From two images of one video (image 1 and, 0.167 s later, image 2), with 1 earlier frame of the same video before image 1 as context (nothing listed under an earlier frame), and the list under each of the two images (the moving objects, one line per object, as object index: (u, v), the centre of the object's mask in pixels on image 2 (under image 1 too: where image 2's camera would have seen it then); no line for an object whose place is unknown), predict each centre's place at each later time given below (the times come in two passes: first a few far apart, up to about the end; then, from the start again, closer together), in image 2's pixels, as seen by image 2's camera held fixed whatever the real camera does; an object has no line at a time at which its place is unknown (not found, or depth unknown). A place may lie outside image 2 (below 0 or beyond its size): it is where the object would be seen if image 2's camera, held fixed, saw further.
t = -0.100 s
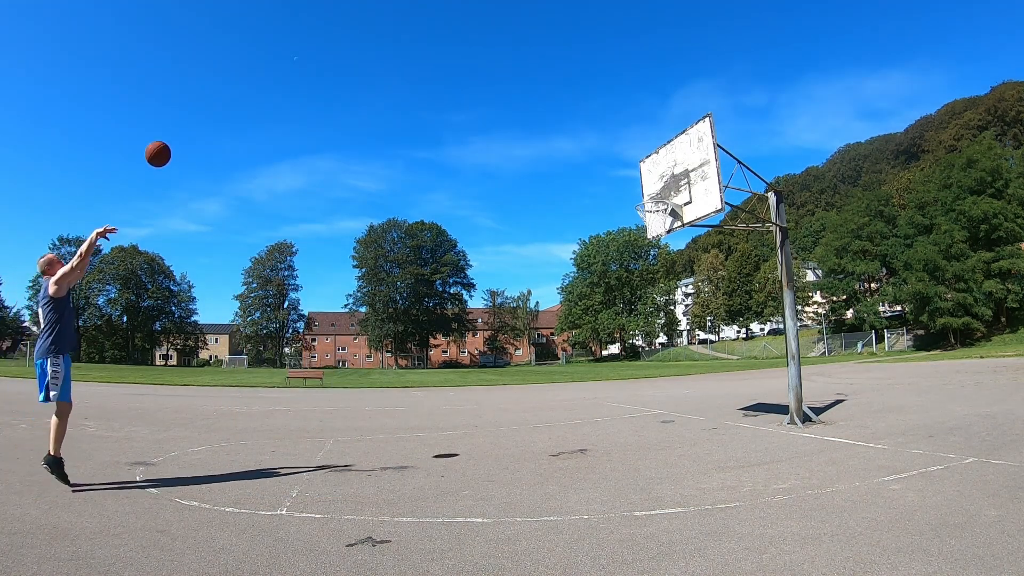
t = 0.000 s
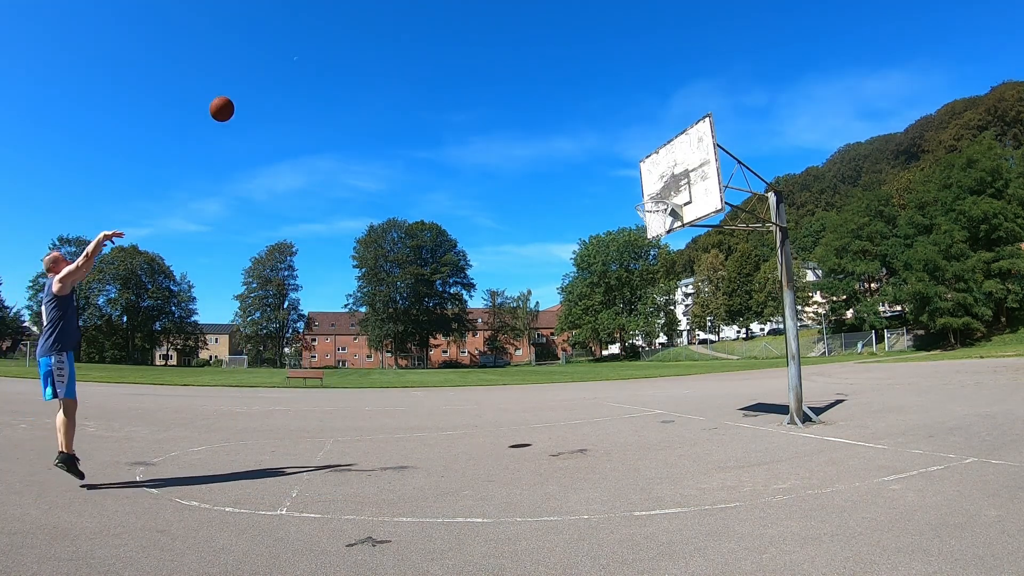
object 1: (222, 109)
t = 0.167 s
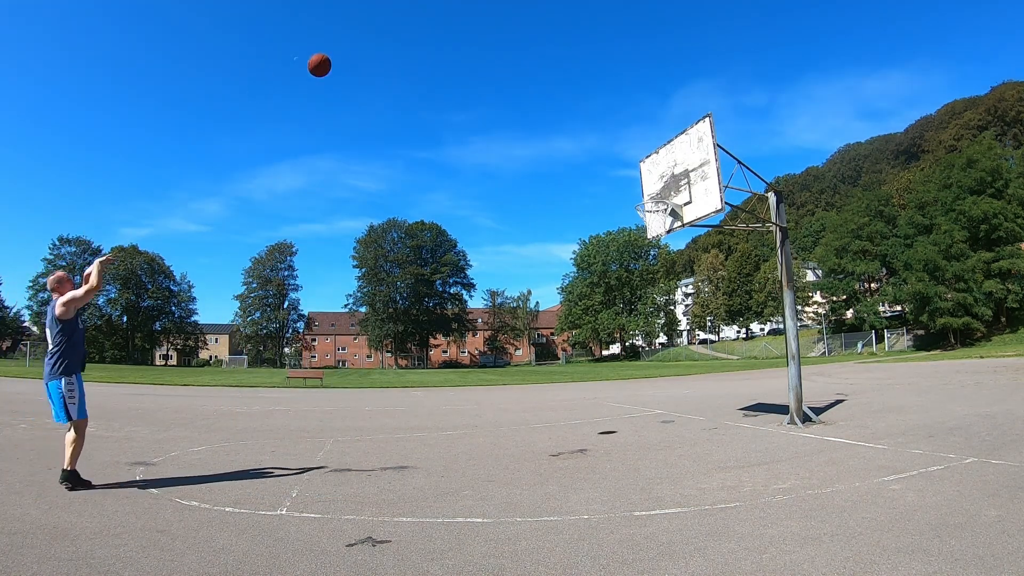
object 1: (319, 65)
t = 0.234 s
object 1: (355, 57)
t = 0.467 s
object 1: (467, 60)
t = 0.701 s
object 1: (563, 106)
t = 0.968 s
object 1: (658, 204)
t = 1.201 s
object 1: (638, 294)
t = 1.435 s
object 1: (611, 434)
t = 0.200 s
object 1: (338, 60)
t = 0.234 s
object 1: (355, 57)
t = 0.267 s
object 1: (372, 54)
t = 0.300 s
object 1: (389, 53)
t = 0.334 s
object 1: (405, 52)
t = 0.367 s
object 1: (421, 53)
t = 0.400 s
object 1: (437, 54)
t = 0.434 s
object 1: (452, 57)
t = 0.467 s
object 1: (467, 60)
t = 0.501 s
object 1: (481, 64)
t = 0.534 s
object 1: (496, 69)
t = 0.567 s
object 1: (510, 75)
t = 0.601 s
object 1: (523, 82)
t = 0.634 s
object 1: (537, 89)
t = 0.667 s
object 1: (550, 97)
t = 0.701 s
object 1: (563, 106)
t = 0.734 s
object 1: (575, 116)
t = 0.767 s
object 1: (588, 126)
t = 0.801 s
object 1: (600, 137)
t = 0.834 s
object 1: (612, 149)
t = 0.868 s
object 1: (624, 161)
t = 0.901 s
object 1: (635, 175)
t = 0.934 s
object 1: (647, 189)
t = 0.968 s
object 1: (658, 204)
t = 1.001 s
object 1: (659, 215)
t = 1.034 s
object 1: (656, 228)
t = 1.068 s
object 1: (652, 240)
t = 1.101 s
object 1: (648, 251)
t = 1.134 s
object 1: (645, 264)
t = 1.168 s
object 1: (641, 279)
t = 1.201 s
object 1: (638, 294)
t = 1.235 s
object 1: (634, 311)
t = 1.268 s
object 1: (631, 329)
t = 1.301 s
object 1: (627, 349)
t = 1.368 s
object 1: (619, 389)
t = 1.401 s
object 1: (615, 411)
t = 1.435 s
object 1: (611, 434)
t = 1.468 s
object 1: (606, 435)
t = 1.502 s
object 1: (600, 419)
